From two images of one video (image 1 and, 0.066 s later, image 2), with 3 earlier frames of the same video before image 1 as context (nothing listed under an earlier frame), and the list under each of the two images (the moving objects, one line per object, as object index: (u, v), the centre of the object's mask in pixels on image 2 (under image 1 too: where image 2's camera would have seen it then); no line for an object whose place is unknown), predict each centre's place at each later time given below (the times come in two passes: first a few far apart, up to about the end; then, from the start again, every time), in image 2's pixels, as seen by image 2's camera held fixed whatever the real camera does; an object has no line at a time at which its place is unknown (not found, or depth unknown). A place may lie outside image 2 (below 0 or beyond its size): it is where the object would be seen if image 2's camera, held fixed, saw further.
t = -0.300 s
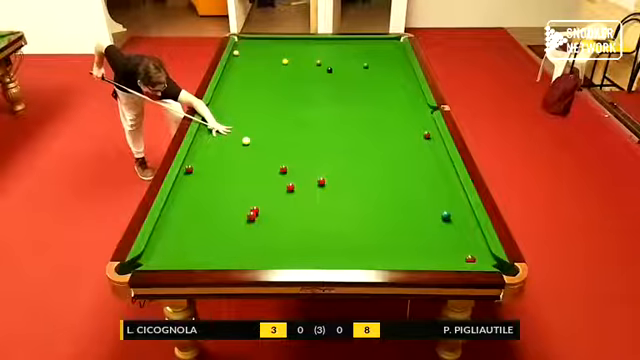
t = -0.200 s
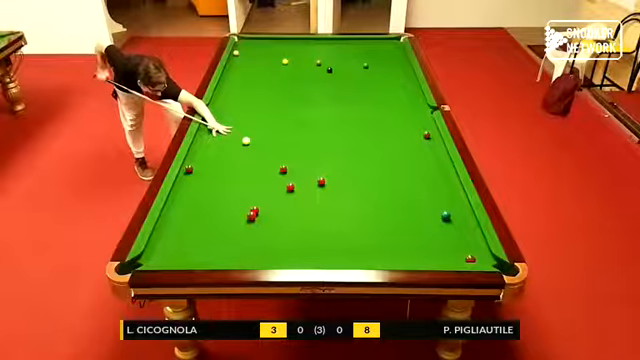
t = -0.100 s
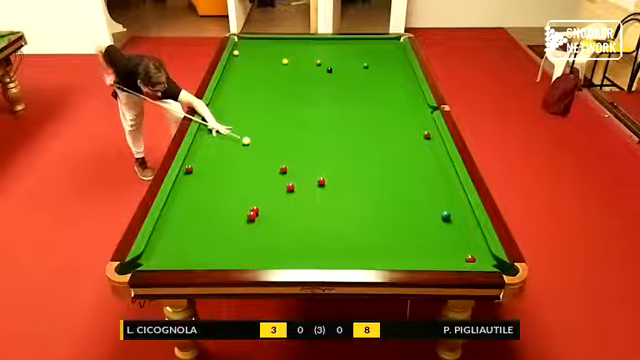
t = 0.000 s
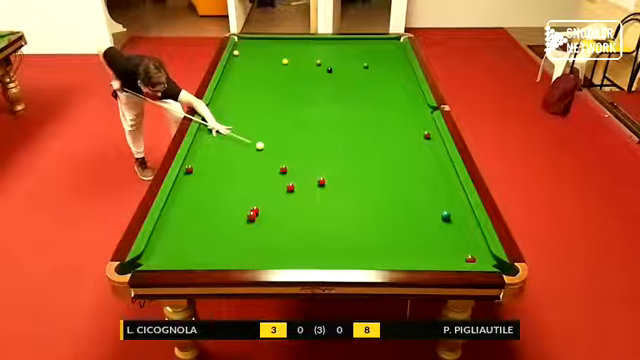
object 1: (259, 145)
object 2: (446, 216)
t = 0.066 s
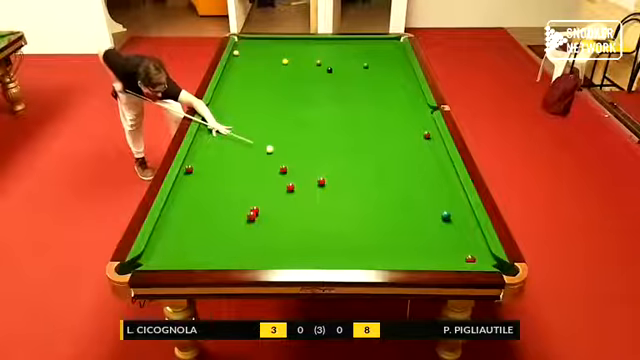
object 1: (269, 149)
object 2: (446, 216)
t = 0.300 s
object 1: (301, 159)
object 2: (446, 216)
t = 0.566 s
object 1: (340, 174)
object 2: (446, 216)
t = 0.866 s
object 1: (387, 191)
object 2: (446, 216)
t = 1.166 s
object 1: (437, 208)
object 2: (446, 215)
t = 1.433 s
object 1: (466, 210)
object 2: (460, 231)
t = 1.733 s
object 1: (440, 210)
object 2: (475, 249)
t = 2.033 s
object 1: (414, 209)
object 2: (491, 262)
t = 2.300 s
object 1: (394, 209)
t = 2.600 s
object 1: (373, 210)
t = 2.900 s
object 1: (354, 210)
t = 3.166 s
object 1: (338, 210)
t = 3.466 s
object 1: (322, 211)
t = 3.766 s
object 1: (308, 212)
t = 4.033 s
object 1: (297, 212)
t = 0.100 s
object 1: (273, 150)
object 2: (446, 216)
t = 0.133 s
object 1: (278, 152)
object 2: (446, 216)
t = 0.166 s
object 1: (283, 154)
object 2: (446, 216)
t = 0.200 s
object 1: (287, 155)
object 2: (446, 216)
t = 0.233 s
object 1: (291, 156)
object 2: (446, 216)
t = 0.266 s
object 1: (296, 158)
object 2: (446, 216)
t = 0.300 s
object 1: (301, 159)
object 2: (446, 216)
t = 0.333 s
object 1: (306, 162)
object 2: (446, 216)
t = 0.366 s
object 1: (311, 164)
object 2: (446, 216)
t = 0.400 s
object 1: (315, 165)
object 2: (446, 216)
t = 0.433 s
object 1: (321, 167)
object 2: (446, 216)
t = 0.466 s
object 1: (325, 169)
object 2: (446, 216)
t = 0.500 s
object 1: (330, 170)
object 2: (446, 216)
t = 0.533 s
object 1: (335, 172)
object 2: (446, 216)
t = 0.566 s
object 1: (340, 174)
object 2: (446, 216)
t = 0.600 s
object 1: (345, 176)
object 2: (446, 216)
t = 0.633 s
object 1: (350, 178)
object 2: (446, 216)
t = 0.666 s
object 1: (356, 179)
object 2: (446, 216)
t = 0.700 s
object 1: (360, 181)
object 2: (446, 216)
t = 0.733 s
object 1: (366, 183)
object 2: (446, 216)
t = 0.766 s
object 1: (371, 185)
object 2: (446, 216)
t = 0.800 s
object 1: (376, 187)
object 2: (446, 216)
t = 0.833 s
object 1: (381, 188)
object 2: (446, 216)
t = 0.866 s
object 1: (387, 191)
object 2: (446, 216)
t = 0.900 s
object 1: (392, 192)
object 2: (446, 216)
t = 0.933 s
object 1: (398, 194)
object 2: (446, 216)
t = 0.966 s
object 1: (404, 196)
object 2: (446, 216)
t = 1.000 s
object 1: (409, 198)
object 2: (446, 215)
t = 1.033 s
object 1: (415, 200)
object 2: (446, 216)
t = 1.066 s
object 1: (420, 202)
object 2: (446, 216)
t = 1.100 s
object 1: (426, 204)
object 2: (446, 215)
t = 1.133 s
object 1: (432, 206)
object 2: (446, 215)
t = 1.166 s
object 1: (437, 208)
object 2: (446, 215)
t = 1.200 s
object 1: (442, 209)
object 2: (447, 217)
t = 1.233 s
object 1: (446, 209)
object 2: (449, 219)
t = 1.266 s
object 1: (450, 209)
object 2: (451, 221)
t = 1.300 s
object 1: (454, 209)
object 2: (453, 223)
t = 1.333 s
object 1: (458, 209)
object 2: (455, 225)
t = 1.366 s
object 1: (462, 209)
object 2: (456, 227)
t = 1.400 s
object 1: (466, 210)
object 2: (458, 230)
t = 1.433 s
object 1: (466, 210)
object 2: (460, 231)
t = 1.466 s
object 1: (464, 209)
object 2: (461, 233)
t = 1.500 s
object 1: (460, 210)
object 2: (463, 235)
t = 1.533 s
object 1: (457, 210)
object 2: (465, 237)
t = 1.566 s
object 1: (454, 210)
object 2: (467, 239)
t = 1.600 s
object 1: (451, 210)
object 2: (468, 241)
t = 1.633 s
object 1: (448, 210)
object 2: (470, 243)
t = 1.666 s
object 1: (445, 210)
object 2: (472, 245)
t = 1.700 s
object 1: (442, 209)
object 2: (474, 247)
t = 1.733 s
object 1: (440, 210)
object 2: (475, 249)
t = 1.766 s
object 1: (436, 209)
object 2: (477, 251)
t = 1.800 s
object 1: (434, 210)
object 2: (479, 253)
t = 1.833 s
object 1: (431, 210)
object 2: (481, 254)
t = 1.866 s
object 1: (428, 209)
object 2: (484, 257)
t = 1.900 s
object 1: (425, 209)
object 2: (485, 259)
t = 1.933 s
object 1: (423, 209)
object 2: (487, 260)
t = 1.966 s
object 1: (420, 209)
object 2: (487, 260)
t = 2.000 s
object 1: (417, 209)
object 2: (489, 261)
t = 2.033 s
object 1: (414, 209)
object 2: (491, 262)
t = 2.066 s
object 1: (412, 209)
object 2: (492, 262)
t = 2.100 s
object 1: (409, 209)
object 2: (496, 266)
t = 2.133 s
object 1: (407, 209)
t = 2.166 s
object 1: (404, 209)
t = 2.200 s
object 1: (401, 209)
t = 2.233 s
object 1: (399, 209)
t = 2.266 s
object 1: (396, 209)
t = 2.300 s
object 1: (394, 209)
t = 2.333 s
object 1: (392, 209)
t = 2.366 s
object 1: (389, 209)
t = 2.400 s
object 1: (387, 209)
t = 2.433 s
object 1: (384, 209)
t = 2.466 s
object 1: (382, 210)
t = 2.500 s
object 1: (380, 209)
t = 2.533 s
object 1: (378, 210)
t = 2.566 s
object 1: (375, 210)
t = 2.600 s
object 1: (373, 210)
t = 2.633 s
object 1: (370, 210)
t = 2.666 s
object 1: (369, 210)
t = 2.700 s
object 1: (366, 210)
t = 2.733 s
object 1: (364, 210)
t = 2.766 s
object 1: (362, 210)
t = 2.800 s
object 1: (360, 210)
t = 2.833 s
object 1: (358, 210)
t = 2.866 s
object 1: (356, 210)
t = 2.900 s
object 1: (354, 210)
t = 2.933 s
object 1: (352, 210)
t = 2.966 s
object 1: (350, 210)
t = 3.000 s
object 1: (348, 210)
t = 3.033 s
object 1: (346, 210)
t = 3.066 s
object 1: (344, 210)
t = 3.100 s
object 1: (342, 211)
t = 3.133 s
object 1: (340, 211)
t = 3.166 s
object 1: (338, 210)
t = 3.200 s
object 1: (336, 211)
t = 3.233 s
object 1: (334, 211)
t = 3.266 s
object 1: (332, 211)
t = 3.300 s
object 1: (331, 211)
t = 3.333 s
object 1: (329, 211)
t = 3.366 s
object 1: (327, 211)
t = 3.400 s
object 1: (326, 211)
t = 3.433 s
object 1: (324, 211)
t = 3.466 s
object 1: (322, 211)
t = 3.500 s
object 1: (320, 211)
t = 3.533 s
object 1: (319, 211)
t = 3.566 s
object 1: (317, 211)
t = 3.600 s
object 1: (315, 211)
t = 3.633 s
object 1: (313, 212)
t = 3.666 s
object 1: (313, 211)
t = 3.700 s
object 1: (311, 211)
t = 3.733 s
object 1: (309, 212)
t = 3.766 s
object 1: (308, 212)
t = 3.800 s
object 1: (307, 212)
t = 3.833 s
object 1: (305, 212)
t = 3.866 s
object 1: (304, 212)
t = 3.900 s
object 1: (302, 212)
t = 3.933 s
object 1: (300, 212)
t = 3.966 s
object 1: (298, 212)
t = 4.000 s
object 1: (298, 212)
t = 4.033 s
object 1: (297, 212)
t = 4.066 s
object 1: (295, 212)
